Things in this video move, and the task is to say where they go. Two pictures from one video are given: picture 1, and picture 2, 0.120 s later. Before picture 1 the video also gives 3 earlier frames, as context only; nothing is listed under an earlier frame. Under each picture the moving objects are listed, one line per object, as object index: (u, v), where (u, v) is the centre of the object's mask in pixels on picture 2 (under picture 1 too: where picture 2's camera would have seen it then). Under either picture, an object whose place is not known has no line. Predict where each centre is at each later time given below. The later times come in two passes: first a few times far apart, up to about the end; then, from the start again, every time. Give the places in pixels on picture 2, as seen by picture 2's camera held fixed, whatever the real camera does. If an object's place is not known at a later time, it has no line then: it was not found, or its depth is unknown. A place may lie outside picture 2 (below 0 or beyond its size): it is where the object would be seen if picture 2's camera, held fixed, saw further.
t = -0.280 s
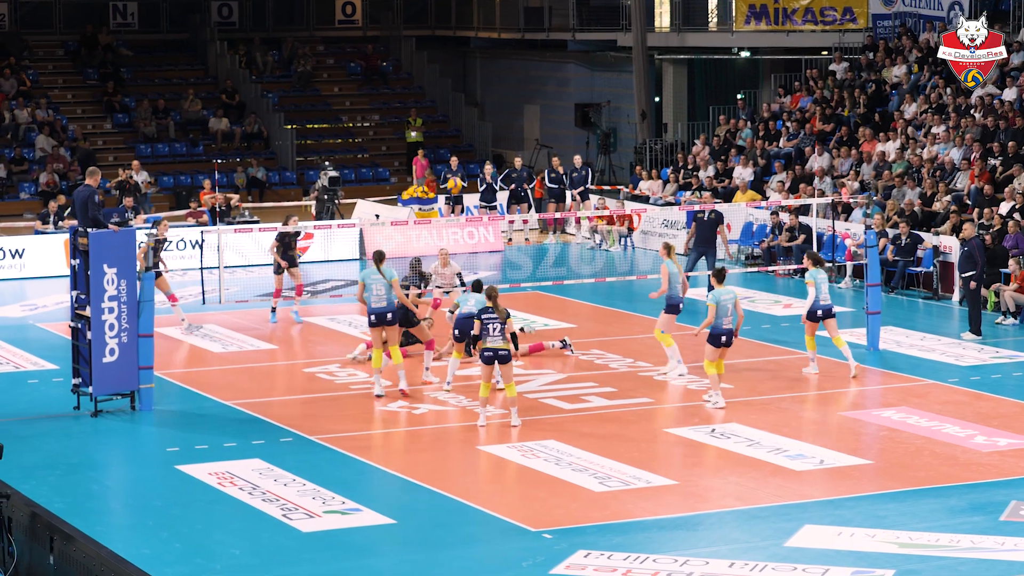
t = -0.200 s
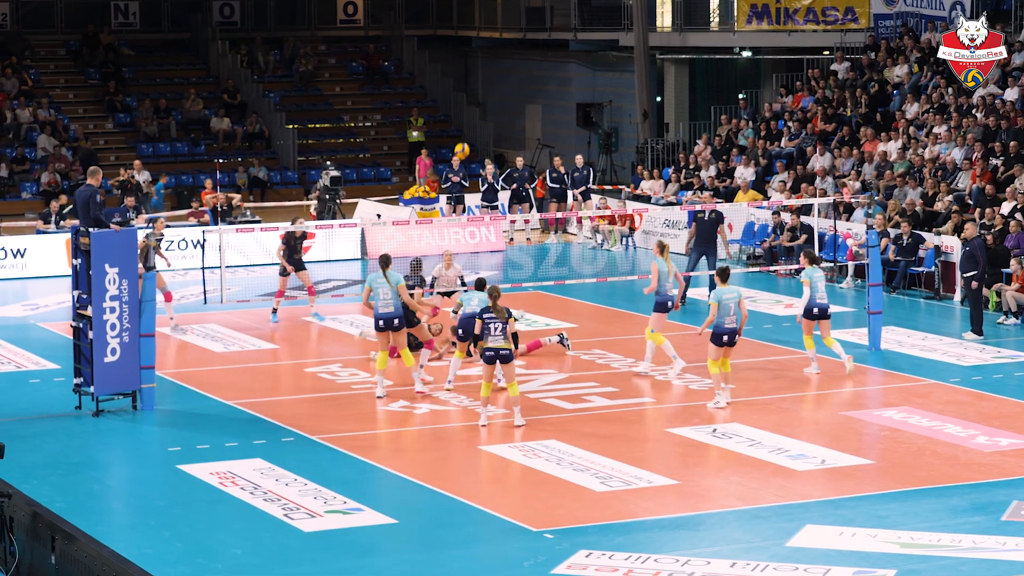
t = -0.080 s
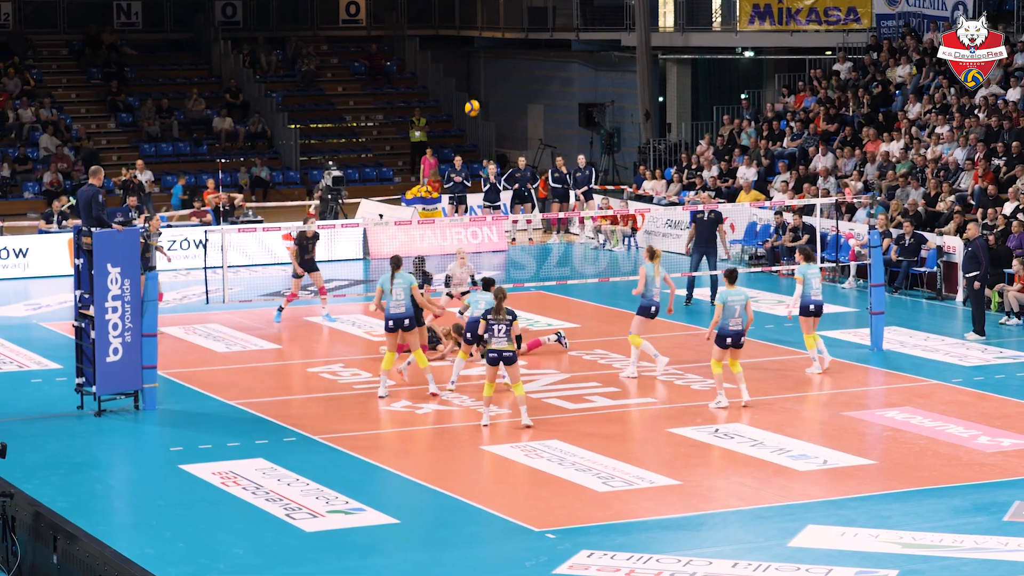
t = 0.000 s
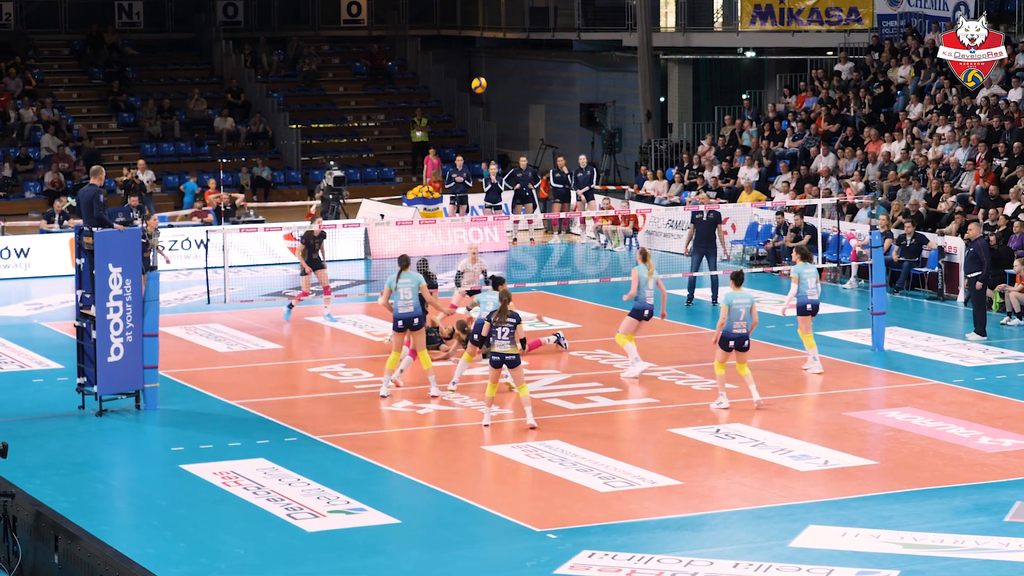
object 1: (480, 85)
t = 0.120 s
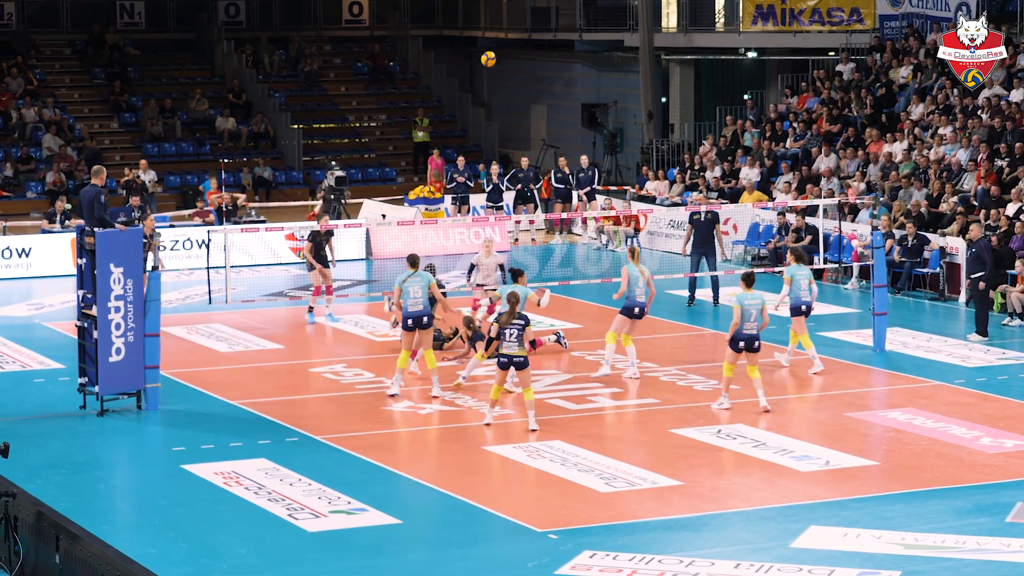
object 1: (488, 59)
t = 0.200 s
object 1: (493, 47)
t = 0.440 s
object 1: (508, 36)
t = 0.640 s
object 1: (520, 57)
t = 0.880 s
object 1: (534, 115)
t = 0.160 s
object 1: (491, 52)
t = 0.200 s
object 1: (493, 47)
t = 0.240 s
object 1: (496, 42)
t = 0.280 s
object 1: (498, 39)
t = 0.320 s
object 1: (501, 37)
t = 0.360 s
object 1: (503, 36)
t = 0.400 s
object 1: (506, 35)
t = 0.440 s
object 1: (508, 36)
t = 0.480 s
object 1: (510, 38)
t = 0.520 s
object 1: (513, 41)
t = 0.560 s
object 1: (515, 45)
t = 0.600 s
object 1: (518, 51)
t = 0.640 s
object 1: (520, 57)
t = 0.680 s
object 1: (522, 64)
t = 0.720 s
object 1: (525, 72)
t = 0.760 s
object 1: (527, 81)
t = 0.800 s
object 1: (530, 92)
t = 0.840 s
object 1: (532, 103)
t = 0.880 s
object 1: (534, 115)
